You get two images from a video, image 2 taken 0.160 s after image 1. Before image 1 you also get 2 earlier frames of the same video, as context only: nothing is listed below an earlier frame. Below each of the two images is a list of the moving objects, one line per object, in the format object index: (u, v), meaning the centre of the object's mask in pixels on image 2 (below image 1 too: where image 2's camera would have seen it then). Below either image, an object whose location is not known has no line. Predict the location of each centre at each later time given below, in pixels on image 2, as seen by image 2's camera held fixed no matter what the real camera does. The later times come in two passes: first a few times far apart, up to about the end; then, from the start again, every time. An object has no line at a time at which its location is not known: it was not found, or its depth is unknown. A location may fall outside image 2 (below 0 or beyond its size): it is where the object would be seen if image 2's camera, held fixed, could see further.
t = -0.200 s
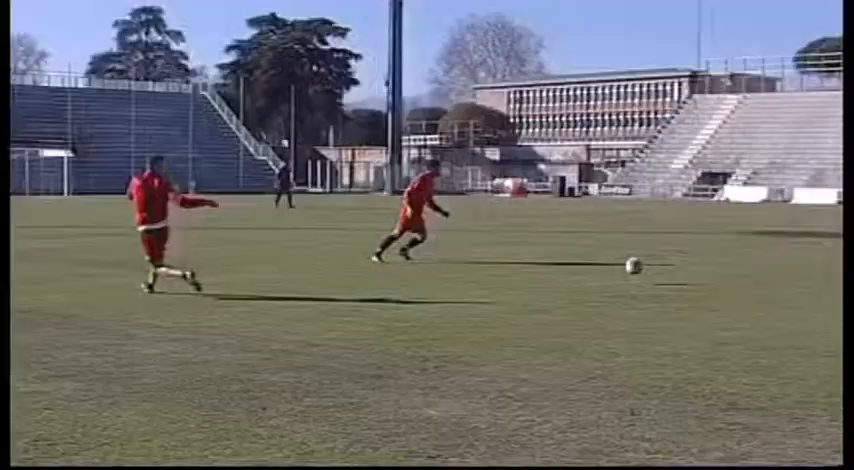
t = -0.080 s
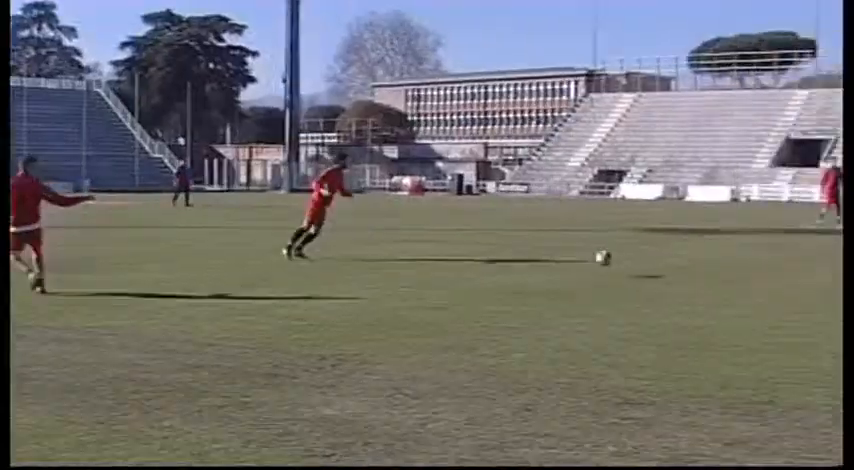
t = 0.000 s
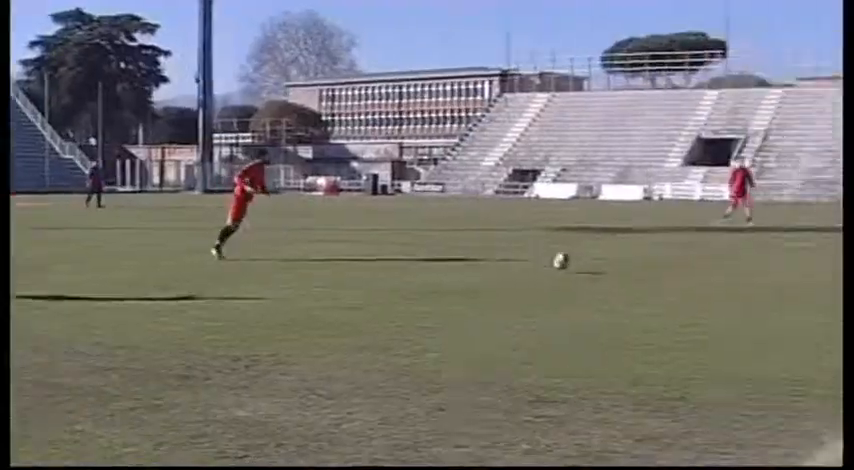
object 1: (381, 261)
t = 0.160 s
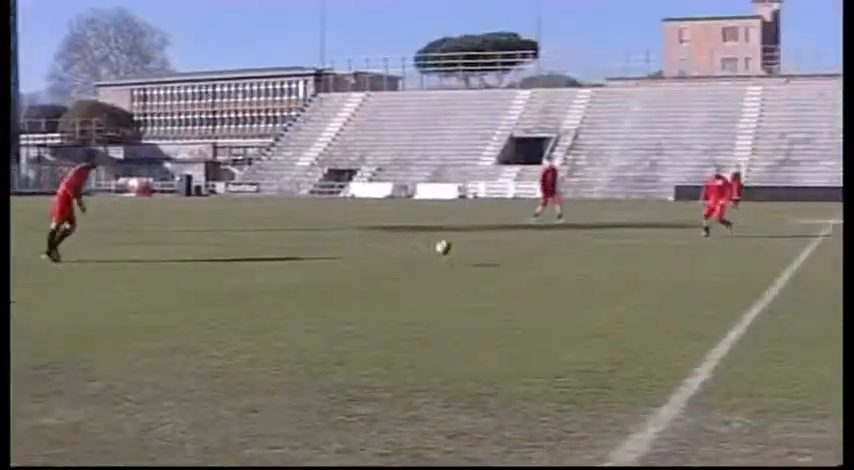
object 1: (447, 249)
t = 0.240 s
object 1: (474, 245)
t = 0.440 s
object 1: (537, 251)
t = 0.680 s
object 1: (603, 232)
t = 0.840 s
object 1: (640, 243)
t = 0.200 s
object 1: (461, 246)
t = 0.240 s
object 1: (474, 245)
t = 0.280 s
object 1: (487, 245)
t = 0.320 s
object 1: (500, 246)
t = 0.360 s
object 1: (513, 248)
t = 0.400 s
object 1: (524, 253)
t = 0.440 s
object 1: (537, 251)
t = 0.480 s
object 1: (548, 245)
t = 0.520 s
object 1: (557, 240)
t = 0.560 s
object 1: (571, 238)
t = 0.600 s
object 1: (582, 235)
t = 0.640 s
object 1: (591, 234)
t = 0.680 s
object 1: (603, 232)
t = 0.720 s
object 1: (612, 235)
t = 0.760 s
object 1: (620, 236)
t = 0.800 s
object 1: (631, 240)
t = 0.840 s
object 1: (640, 243)
